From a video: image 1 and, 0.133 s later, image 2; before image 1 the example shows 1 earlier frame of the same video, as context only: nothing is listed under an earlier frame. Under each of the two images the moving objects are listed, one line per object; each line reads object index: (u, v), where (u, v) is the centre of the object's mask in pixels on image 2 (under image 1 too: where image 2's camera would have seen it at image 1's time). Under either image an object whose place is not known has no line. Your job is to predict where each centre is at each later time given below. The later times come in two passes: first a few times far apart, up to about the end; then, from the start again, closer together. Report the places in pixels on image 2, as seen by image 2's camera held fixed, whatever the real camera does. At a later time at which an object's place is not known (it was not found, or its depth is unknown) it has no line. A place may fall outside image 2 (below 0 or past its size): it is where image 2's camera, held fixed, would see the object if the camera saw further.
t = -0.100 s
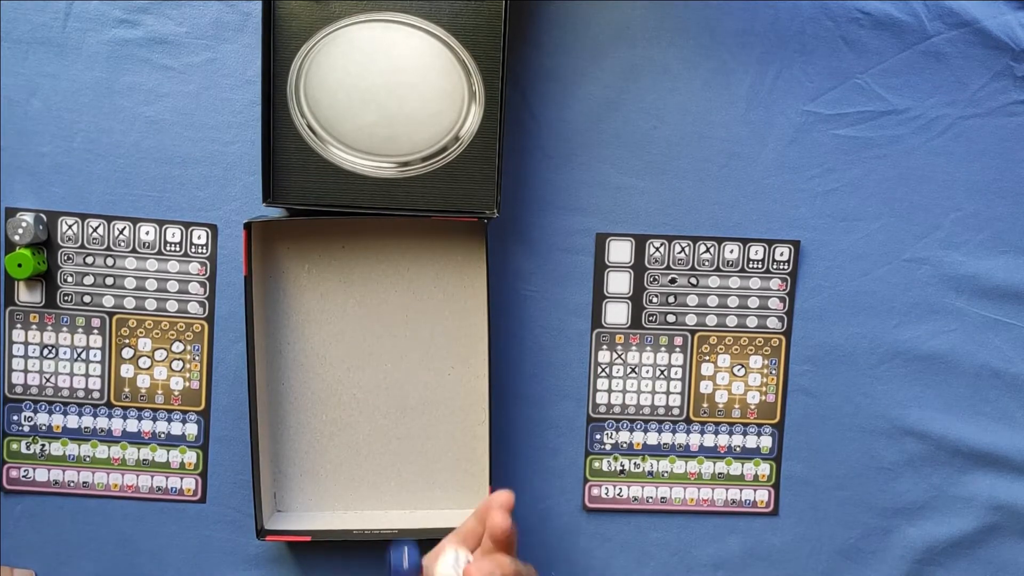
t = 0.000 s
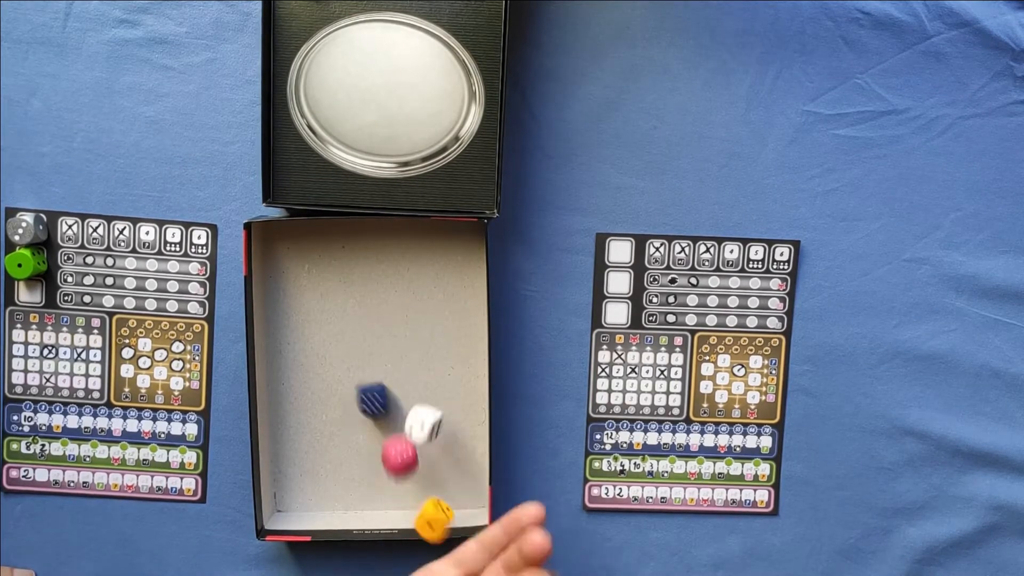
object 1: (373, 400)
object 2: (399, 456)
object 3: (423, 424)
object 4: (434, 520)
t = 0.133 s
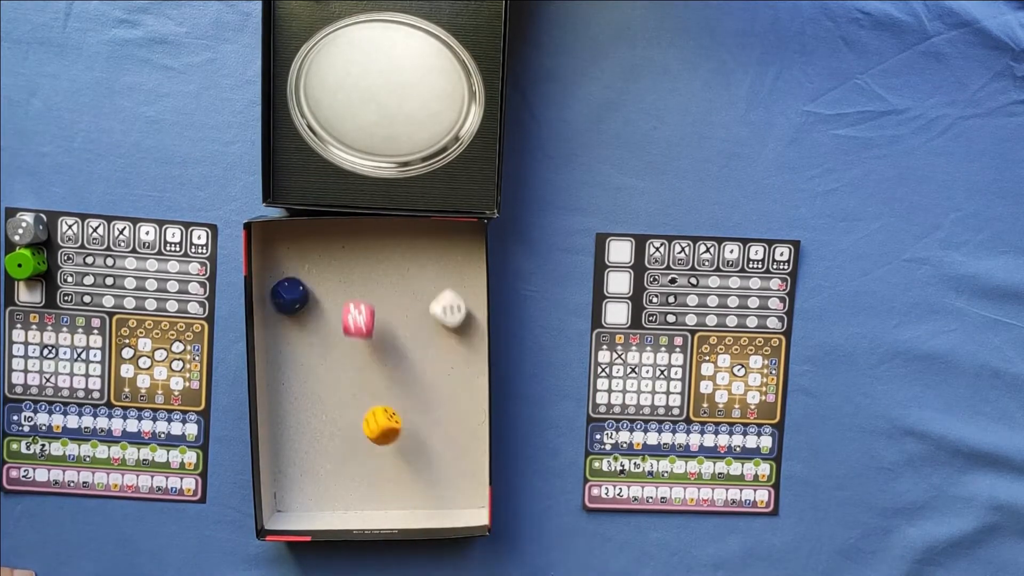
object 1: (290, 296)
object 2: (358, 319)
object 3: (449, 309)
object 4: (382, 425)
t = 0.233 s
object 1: (310, 277)
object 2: (352, 237)
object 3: (424, 242)
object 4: (352, 372)
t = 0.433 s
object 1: (306, 241)
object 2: (360, 258)
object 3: (403, 267)
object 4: (344, 293)
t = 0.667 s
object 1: (318, 240)
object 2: (369, 258)
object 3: (421, 270)
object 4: (331, 298)
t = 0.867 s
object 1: (318, 240)
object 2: (369, 258)
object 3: (421, 270)
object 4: (331, 298)
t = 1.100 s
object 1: (318, 240)
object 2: (369, 258)
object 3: (421, 270)
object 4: (331, 298)
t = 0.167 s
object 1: (299, 288)
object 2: (353, 285)
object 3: (443, 284)
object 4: (369, 408)
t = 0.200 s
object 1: (304, 284)
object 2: (351, 260)
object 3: (435, 259)
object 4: (360, 388)
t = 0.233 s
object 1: (310, 277)
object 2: (352, 237)
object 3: (424, 242)
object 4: (352, 372)
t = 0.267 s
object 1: (311, 270)
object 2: (355, 237)
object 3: (416, 239)
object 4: (347, 359)
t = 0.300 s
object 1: (311, 264)
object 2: (360, 242)
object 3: (408, 242)
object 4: (346, 344)
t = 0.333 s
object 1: (311, 257)
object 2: (365, 246)
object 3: (399, 248)
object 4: (345, 324)
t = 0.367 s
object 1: (309, 248)
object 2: (362, 251)
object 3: (397, 254)
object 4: (346, 306)
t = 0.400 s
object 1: (306, 243)
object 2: (357, 258)
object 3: (399, 261)
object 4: (345, 293)
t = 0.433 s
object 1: (306, 241)
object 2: (360, 258)
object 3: (403, 267)
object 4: (344, 293)
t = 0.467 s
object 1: (309, 239)
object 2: (363, 251)
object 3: (410, 272)
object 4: (340, 296)
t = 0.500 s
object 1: (319, 238)
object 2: (368, 251)
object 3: (419, 272)
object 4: (332, 298)
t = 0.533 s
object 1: (319, 240)
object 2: (370, 252)
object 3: (421, 270)
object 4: (331, 298)
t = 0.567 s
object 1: (318, 240)
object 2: (372, 254)
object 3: (421, 270)
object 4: (331, 298)
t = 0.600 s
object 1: (318, 240)
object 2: (371, 257)
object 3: (421, 270)
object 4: (331, 298)
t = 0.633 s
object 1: (318, 240)
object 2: (369, 259)
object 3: (421, 270)
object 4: (331, 298)
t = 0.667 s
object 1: (318, 240)
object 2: (369, 258)
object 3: (421, 270)
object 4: (331, 298)
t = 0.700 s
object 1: (318, 240)
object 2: (369, 258)
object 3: (421, 270)
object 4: (331, 298)
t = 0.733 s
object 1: (318, 240)
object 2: (369, 258)
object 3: (421, 270)
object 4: (331, 298)
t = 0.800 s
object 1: (318, 240)
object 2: (369, 258)
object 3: (421, 270)
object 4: (331, 298)
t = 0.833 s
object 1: (318, 240)
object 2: (369, 258)
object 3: (421, 270)
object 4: (331, 298)
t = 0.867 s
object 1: (318, 240)
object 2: (369, 258)
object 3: (421, 270)
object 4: (331, 298)
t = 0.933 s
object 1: (318, 240)
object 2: (369, 258)
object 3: (421, 270)
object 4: (331, 298)
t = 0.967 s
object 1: (318, 240)
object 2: (369, 258)
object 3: (421, 270)
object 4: (331, 298)
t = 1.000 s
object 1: (318, 240)
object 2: (369, 258)
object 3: (421, 270)
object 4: (331, 298)
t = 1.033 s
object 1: (318, 240)
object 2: (369, 258)
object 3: (421, 270)
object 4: (331, 298)
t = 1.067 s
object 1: (318, 240)
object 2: (369, 258)
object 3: (421, 270)
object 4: (331, 298)
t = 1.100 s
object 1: (318, 240)
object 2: (369, 258)
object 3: (421, 270)
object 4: (331, 298)
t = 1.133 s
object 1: (318, 240)
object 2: (369, 258)
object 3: (421, 270)
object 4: (331, 298)
